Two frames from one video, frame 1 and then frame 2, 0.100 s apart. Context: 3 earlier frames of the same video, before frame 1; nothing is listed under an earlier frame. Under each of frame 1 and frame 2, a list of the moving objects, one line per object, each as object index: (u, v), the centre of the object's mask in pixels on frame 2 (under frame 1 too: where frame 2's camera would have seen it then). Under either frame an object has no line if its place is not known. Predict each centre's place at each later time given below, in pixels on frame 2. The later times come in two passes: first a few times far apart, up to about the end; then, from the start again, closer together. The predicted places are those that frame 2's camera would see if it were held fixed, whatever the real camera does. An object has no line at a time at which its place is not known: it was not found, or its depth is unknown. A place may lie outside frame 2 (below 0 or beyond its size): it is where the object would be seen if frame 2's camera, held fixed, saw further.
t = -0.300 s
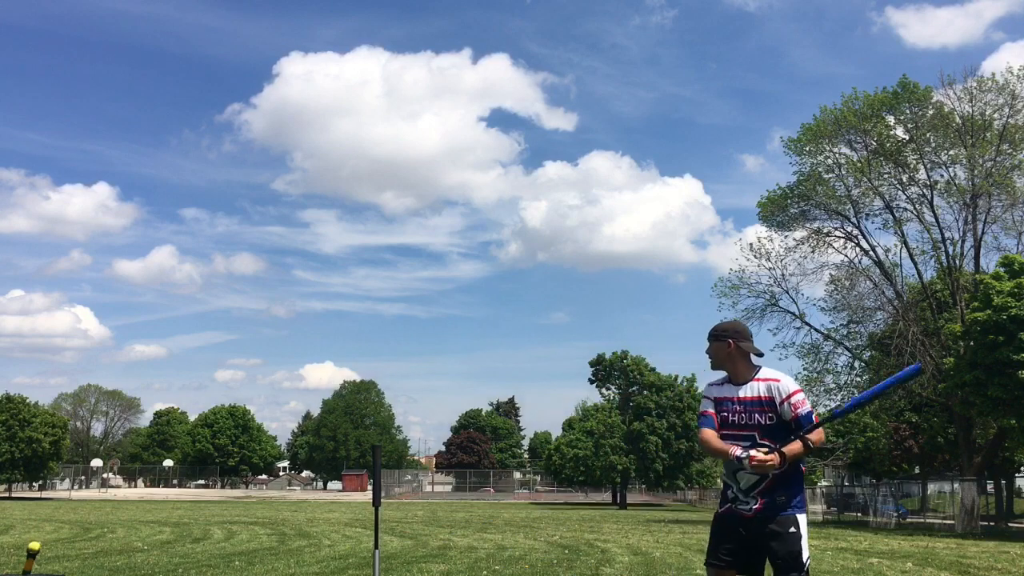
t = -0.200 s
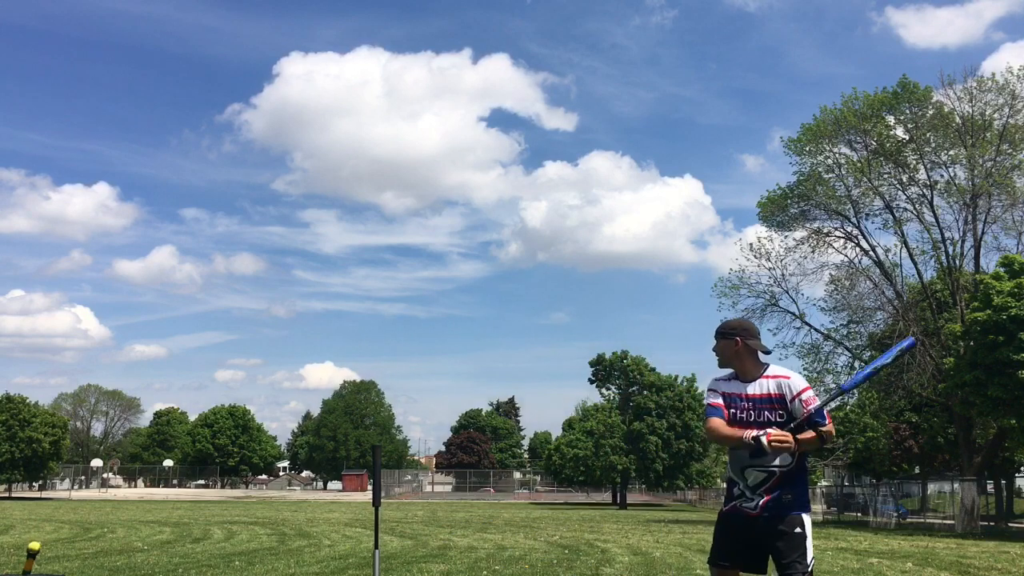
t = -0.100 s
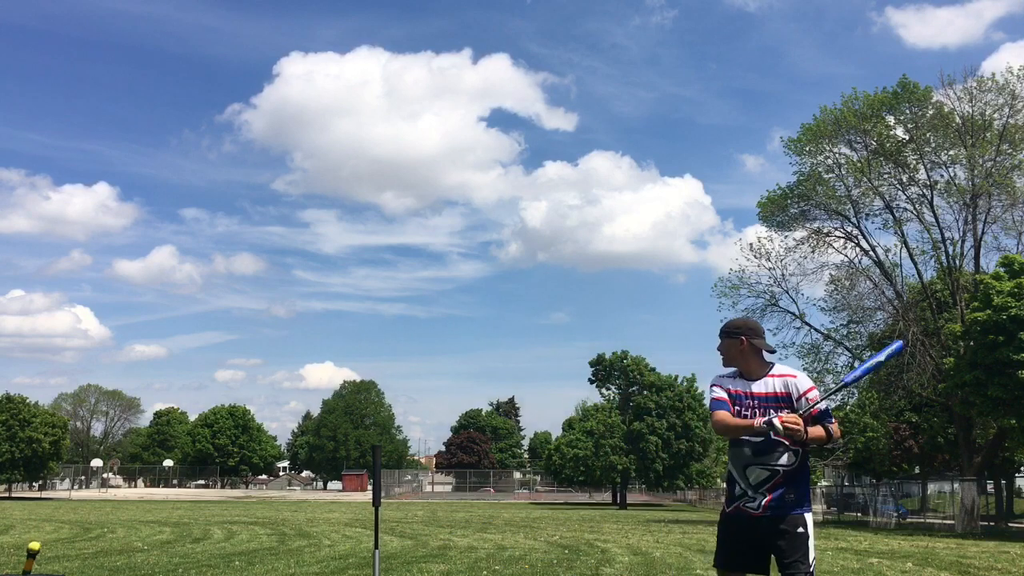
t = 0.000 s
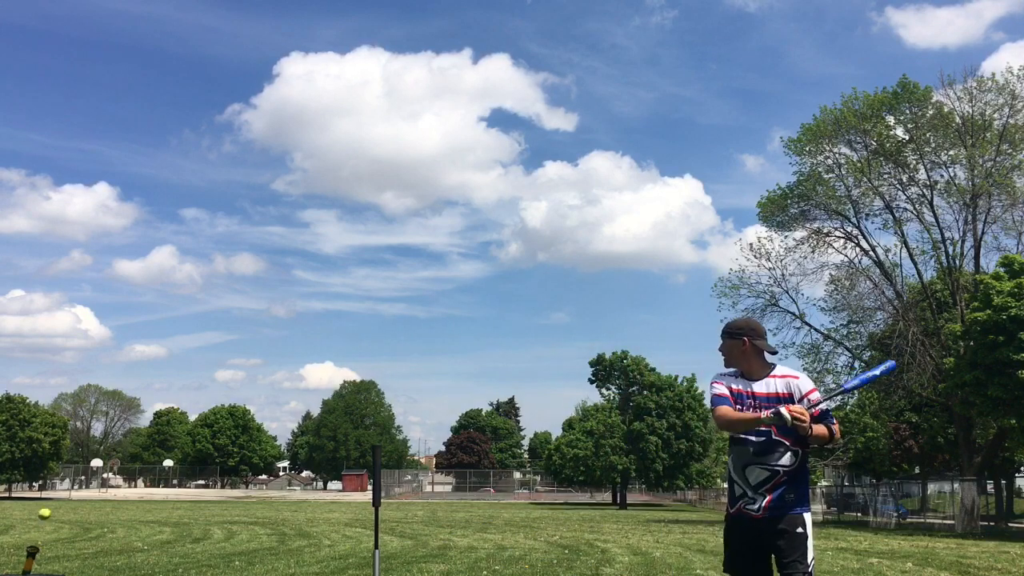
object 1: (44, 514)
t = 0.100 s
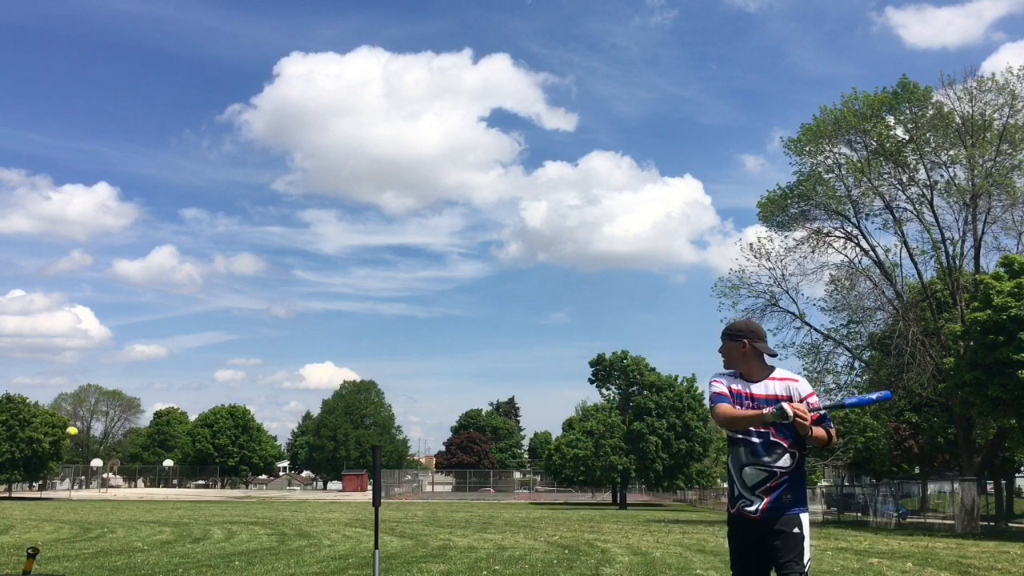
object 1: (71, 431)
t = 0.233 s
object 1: (108, 338)
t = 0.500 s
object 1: (180, 202)
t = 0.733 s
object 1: (245, 145)
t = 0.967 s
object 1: (315, 156)
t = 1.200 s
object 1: (396, 258)
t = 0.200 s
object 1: (99, 360)
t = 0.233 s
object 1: (108, 338)
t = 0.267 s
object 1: (116, 318)
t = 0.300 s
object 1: (126, 298)
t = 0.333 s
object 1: (134, 280)
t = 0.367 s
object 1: (144, 262)
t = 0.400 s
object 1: (153, 245)
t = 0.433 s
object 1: (162, 230)
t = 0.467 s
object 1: (171, 215)
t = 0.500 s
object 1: (180, 202)
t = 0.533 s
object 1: (189, 190)
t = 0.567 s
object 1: (198, 180)
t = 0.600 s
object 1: (207, 170)
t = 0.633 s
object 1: (216, 162)
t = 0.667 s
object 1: (226, 155)
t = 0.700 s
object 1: (235, 149)
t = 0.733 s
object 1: (245, 145)
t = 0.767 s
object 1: (254, 142)
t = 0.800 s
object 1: (264, 140)
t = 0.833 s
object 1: (274, 140)
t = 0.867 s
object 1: (284, 142)
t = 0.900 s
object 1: (294, 145)
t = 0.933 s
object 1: (305, 150)
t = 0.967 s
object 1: (315, 156)
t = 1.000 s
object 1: (326, 164)
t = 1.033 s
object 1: (337, 175)
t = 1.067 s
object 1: (348, 187)
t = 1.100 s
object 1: (360, 202)
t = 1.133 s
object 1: (372, 218)
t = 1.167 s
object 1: (383, 237)
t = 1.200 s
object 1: (396, 258)
